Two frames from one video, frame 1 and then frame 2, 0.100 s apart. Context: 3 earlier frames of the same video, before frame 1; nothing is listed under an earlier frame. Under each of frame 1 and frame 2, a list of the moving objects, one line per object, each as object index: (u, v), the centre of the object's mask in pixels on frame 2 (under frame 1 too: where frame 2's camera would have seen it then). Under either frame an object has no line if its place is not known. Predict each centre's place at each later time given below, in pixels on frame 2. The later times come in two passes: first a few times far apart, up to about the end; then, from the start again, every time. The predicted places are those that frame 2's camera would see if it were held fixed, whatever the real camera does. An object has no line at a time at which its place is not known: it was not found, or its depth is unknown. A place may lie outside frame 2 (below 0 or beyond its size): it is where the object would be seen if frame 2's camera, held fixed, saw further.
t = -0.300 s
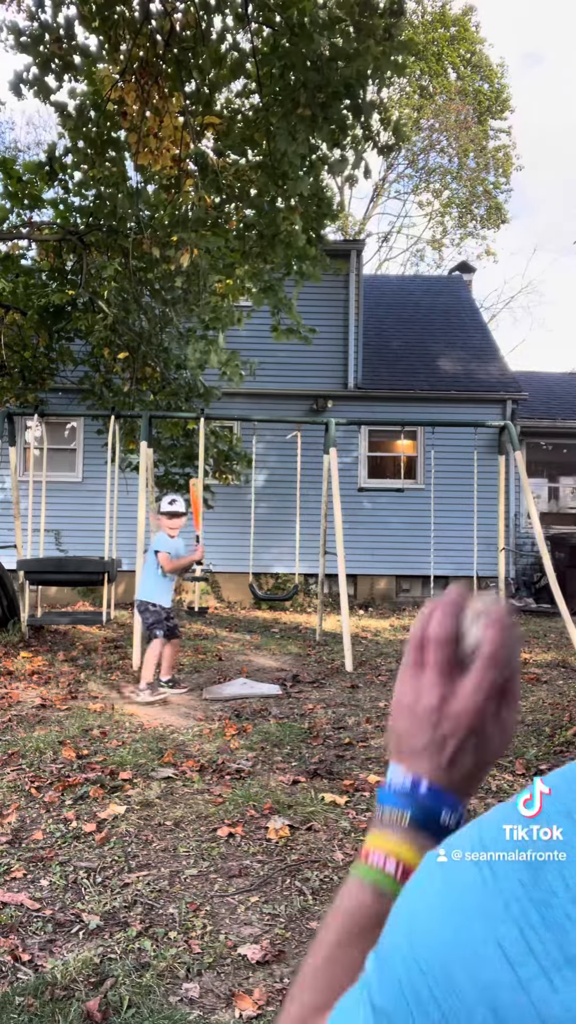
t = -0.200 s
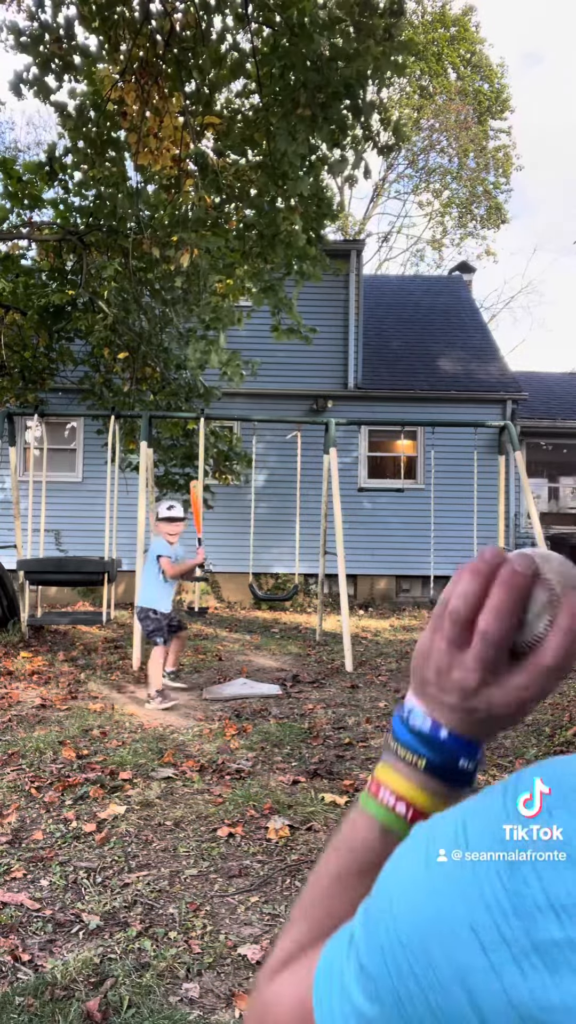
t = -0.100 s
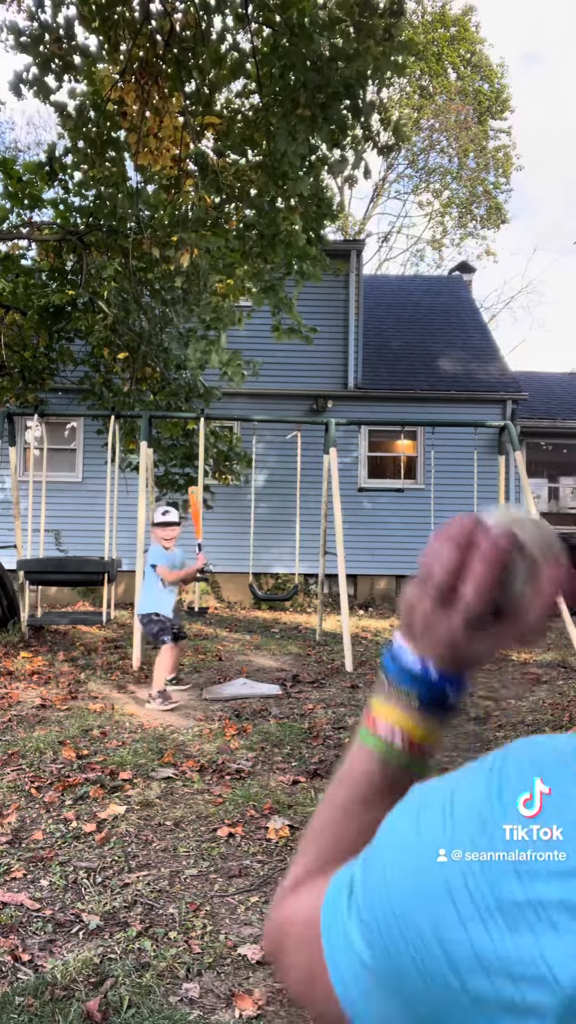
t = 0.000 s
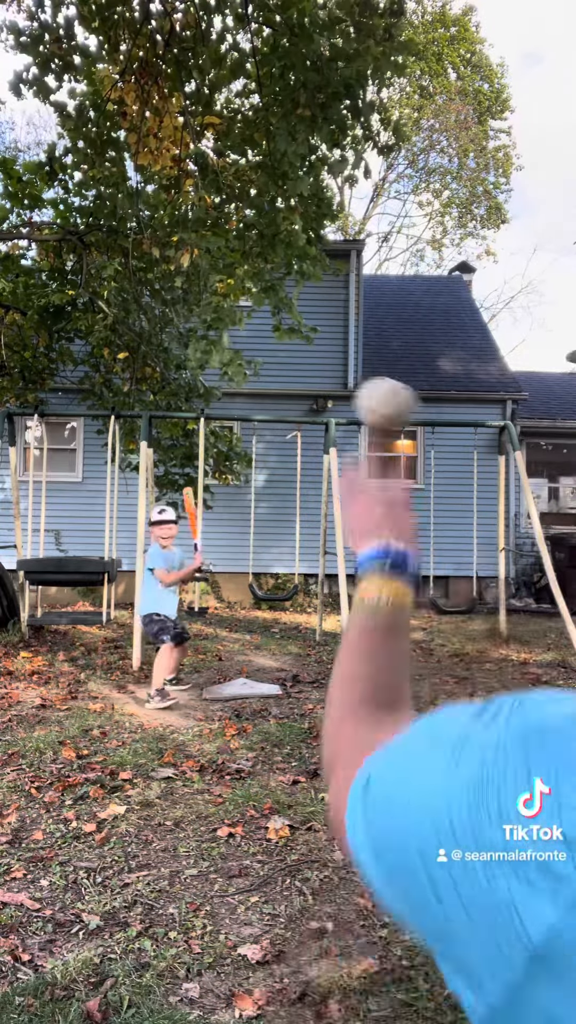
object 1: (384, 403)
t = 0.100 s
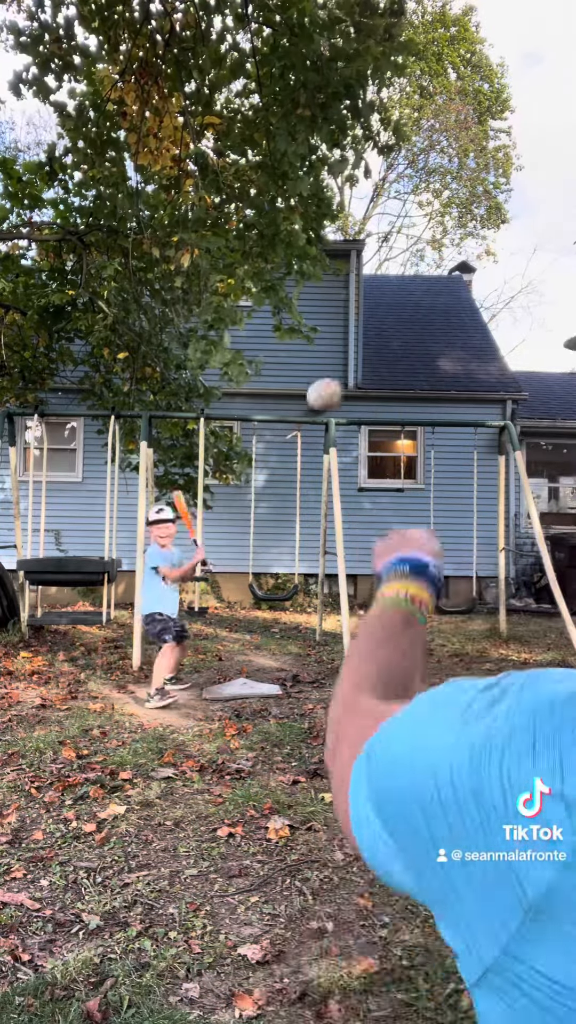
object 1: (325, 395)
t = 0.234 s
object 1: (294, 433)
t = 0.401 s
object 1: (274, 504)
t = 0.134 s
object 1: (315, 401)
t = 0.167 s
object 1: (306, 409)
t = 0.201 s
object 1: (299, 421)
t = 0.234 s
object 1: (294, 433)
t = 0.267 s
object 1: (289, 445)
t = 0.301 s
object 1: (285, 459)
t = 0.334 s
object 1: (281, 474)
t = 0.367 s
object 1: (277, 488)
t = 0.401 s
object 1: (274, 504)
